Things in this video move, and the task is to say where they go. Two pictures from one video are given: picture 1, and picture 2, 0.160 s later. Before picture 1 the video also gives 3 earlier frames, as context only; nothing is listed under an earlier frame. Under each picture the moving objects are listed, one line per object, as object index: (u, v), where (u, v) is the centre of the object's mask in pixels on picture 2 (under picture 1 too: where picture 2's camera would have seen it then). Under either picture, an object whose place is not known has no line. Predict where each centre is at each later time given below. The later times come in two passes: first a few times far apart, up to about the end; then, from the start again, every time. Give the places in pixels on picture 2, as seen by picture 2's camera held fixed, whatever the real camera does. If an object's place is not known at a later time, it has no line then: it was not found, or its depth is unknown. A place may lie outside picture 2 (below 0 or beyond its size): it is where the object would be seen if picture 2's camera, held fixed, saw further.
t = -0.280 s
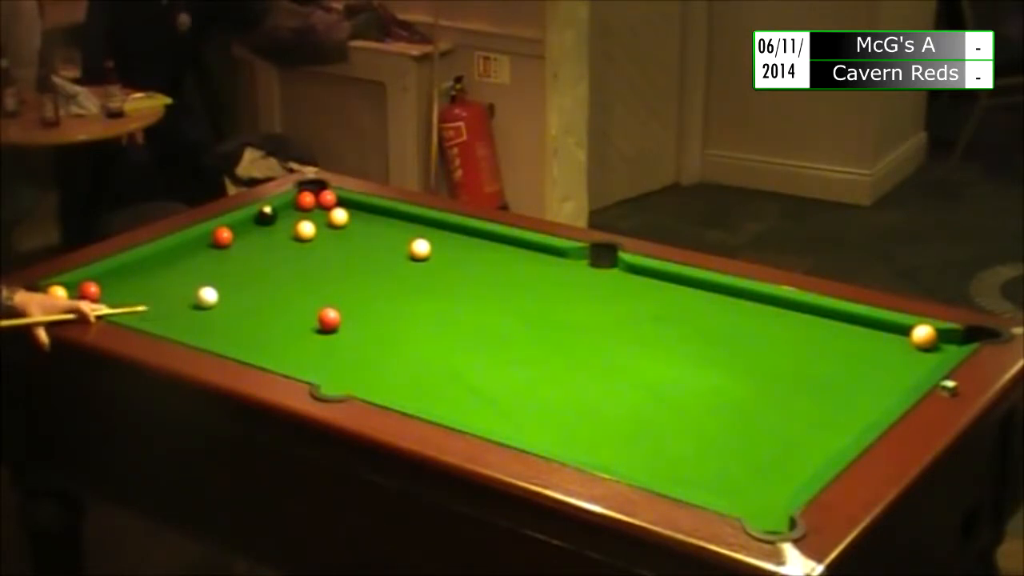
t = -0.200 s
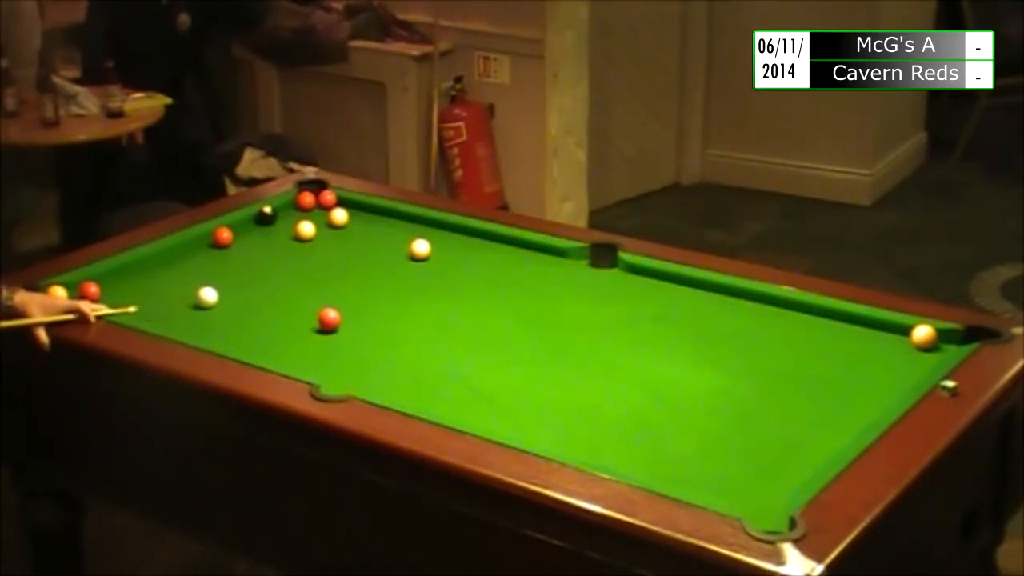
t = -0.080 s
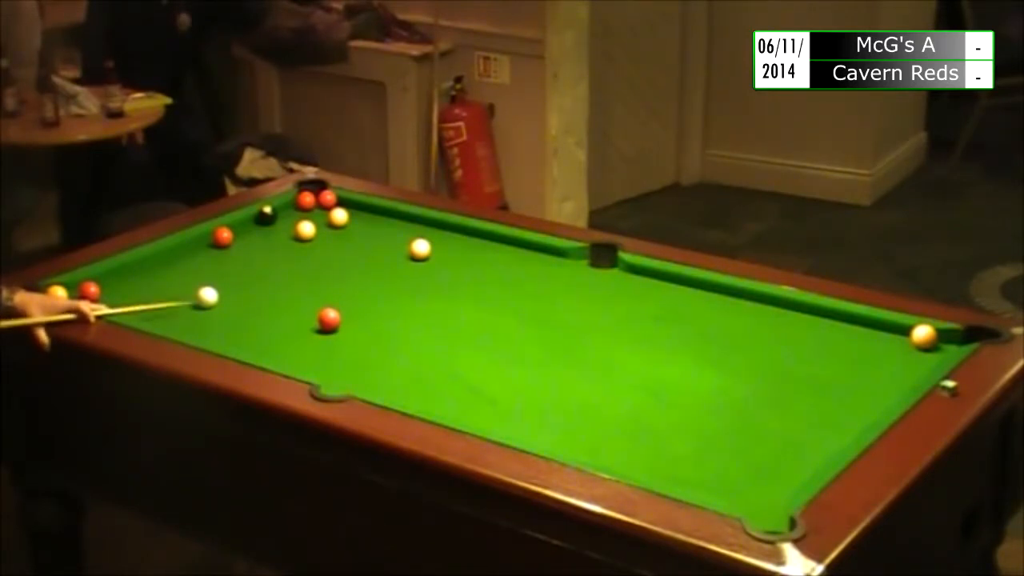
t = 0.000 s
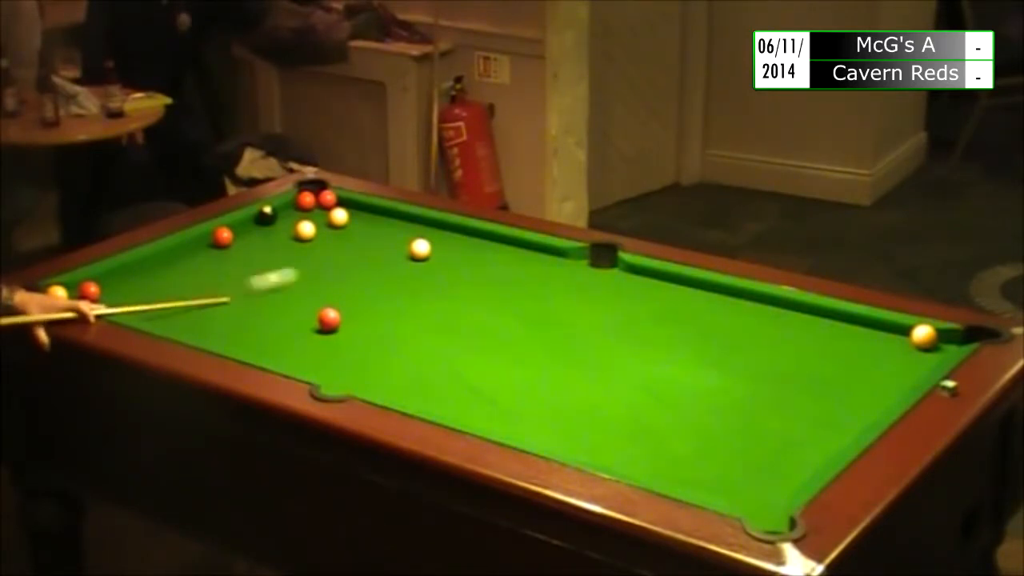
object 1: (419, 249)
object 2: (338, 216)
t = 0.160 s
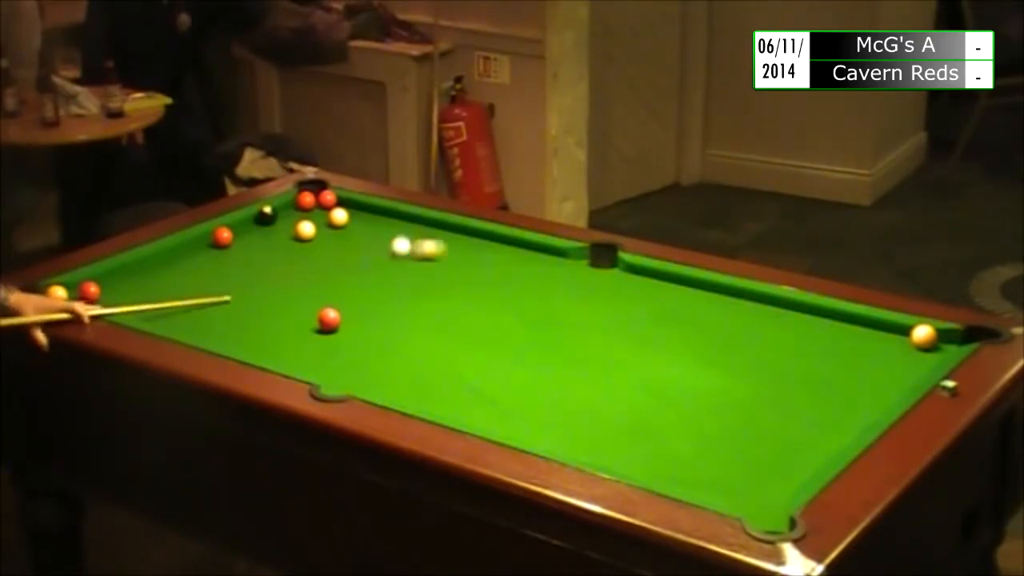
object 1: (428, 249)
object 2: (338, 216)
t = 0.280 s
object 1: (486, 249)
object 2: (338, 216)
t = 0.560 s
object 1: (564, 261)
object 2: (338, 216)
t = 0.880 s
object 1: (614, 288)
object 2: (314, 213)
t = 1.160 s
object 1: (658, 312)
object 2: (294, 210)
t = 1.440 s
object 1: (701, 335)
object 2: (281, 208)
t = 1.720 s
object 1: (743, 359)
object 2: (287, 210)
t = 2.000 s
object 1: (783, 381)
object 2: (292, 211)
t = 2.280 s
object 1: (822, 402)
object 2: (293, 211)
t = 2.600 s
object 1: (849, 421)
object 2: (293, 211)
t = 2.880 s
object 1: (817, 419)
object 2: (293, 211)
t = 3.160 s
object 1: (790, 418)
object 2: (293, 211)
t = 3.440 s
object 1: (769, 416)
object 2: (292, 211)
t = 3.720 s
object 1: (755, 415)
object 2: (292, 211)
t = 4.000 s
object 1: (749, 415)
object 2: (292, 211)
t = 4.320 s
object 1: (749, 415)
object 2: (292, 210)
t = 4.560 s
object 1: (749, 415)
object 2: (292, 210)
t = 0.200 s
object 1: (449, 249)
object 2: (338, 216)
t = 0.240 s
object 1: (469, 249)
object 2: (338, 216)
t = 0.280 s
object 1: (486, 249)
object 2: (338, 216)
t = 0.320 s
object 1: (502, 249)
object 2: (338, 216)
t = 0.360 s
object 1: (519, 249)
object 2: (338, 216)
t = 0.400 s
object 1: (535, 249)
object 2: (338, 216)
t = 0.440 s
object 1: (547, 250)
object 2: (338, 216)
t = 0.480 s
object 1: (552, 254)
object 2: (338, 217)
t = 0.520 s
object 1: (558, 257)
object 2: (338, 217)
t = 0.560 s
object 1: (564, 261)
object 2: (338, 216)
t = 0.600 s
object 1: (570, 264)
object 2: (337, 216)
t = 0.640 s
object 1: (576, 267)
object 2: (333, 216)
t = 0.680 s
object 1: (582, 271)
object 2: (330, 215)
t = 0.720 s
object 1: (589, 275)
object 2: (327, 215)
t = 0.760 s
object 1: (595, 278)
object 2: (323, 214)
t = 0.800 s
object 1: (601, 281)
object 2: (320, 214)
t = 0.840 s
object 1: (607, 284)
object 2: (317, 213)
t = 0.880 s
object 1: (614, 288)
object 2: (314, 213)
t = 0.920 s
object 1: (620, 292)
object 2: (311, 212)
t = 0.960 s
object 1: (626, 295)
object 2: (308, 212)
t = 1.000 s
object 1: (633, 298)
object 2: (305, 211)
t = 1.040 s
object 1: (639, 302)
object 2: (301, 211)
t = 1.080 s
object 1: (645, 305)
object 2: (299, 211)
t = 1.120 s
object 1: (651, 309)
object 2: (296, 211)
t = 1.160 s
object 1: (658, 312)
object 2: (294, 210)
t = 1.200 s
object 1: (664, 316)
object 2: (291, 210)
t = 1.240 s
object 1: (670, 319)
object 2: (289, 209)
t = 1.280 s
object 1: (676, 322)
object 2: (286, 209)
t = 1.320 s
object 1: (682, 325)
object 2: (284, 209)
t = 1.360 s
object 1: (688, 329)
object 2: (282, 208)
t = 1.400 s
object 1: (694, 332)
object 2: (281, 208)
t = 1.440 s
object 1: (701, 335)
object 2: (281, 208)
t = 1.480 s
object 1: (707, 339)
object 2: (282, 208)
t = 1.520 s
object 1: (713, 342)
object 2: (283, 209)
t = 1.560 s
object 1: (719, 345)
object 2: (283, 209)
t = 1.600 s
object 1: (725, 349)
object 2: (284, 209)
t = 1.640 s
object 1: (731, 352)
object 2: (286, 210)
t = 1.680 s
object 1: (737, 356)
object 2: (287, 210)
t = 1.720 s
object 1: (743, 359)
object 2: (287, 210)
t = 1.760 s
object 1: (749, 362)
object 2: (288, 210)
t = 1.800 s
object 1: (755, 365)
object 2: (289, 211)
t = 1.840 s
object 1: (761, 368)
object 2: (290, 211)
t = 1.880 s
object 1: (767, 372)
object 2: (291, 211)
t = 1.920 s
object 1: (772, 375)
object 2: (291, 211)
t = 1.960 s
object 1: (778, 378)
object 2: (292, 211)
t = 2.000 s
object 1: (783, 381)
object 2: (292, 211)
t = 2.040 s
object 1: (789, 384)
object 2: (293, 211)
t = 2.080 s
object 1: (795, 387)
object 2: (293, 211)
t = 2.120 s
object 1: (800, 391)
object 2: (293, 211)
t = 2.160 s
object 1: (806, 393)
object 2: (294, 211)
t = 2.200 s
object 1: (811, 396)
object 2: (294, 211)
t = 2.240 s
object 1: (816, 399)
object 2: (293, 211)
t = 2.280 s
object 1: (822, 402)
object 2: (293, 211)
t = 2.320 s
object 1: (826, 405)
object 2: (293, 211)
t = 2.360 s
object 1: (831, 409)
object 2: (294, 211)
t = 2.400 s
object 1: (837, 411)
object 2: (293, 211)
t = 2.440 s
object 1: (842, 414)
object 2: (293, 211)
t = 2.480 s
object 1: (847, 417)
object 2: (293, 211)
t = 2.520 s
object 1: (851, 419)
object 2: (293, 211)
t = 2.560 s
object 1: (853, 420)
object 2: (293, 211)
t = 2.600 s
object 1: (849, 421)
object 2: (293, 211)
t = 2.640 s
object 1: (845, 421)
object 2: (293, 211)
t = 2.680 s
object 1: (840, 421)
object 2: (293, 211)
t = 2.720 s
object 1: (835, 421)
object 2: (293, 211)
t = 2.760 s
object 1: (830, 420)
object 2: (293, 211)
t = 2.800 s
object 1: (826, 420)
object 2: (293, 211)
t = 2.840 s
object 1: (821, 419)
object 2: (293, 211)
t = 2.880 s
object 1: (817, 419)
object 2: (293, 211)
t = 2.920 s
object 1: (812, 419)
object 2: (293, 211)
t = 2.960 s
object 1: (808, 419)
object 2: (293, 211)
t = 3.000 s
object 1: (804, 418)
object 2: (293, 211)
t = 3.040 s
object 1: (801, 418)
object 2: (293, 211)
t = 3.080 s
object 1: (797, 418)
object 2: (293, 211)
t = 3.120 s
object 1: (794, 418)
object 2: (293, 211)
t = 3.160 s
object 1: (790, 418)
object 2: (293, 211)
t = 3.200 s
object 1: (786, 417)
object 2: (293, 211)
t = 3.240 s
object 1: (783, 417)
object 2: (293, 211)
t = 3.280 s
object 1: (780, 417)
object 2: (293, 211)
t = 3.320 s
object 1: (777, 417)
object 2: (293, 211)
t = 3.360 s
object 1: (774, 417)
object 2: (292, 211)
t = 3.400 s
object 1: (771, 416)
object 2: (292, 211)
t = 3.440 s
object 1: (769, 416)
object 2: (292, 211)
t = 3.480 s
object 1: (766, 416)
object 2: (292, 211)
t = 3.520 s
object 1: (764, 416)
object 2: (292, 211)
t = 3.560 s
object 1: (762, 416)
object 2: (292, 211)
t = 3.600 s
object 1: (761, 416)
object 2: (292, 211)
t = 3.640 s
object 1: (758, 415)
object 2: (292, 211)
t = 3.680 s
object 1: (757, 415)
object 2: (292, 211)
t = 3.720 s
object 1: (755, 415)
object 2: (292, 211)
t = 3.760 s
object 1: (754, 415)
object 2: (292, 211)
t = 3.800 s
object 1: (753, 415)
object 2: (292, 211)
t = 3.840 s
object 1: (751, 415)
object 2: (292, 211)
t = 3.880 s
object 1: (751, 414)
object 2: (292, 211)
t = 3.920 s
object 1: (750, 415)
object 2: (292, 211)
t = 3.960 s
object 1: (749, 414)
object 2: (292, 210)
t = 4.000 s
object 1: (749, 415)
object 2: (292, 211)
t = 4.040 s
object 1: (749, 415)
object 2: (292, 210)
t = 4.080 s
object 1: (749, 415)
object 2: (292, 210)
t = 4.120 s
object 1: (749, 415)
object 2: (292, 210)
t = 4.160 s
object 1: (749, 415)
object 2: (292, 210)
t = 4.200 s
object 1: (749, 415)
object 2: (292, 210)
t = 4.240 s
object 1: (749, 415)
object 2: (292, 210)
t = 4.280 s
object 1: (749, 415)
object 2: (292, 210)
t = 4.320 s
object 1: (749, 415)
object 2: (292, 210)
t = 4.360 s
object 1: (749, 415)
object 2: (292, 210)
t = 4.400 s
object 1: (749, 415)
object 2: (292, 210)
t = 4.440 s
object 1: (749, 415)
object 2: (292, 210)
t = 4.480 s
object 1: (749, 415)
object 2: (292, 210)
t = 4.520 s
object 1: (749, 415)
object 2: (292, 210)
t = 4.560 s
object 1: (749, 415)
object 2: (292, 210)
